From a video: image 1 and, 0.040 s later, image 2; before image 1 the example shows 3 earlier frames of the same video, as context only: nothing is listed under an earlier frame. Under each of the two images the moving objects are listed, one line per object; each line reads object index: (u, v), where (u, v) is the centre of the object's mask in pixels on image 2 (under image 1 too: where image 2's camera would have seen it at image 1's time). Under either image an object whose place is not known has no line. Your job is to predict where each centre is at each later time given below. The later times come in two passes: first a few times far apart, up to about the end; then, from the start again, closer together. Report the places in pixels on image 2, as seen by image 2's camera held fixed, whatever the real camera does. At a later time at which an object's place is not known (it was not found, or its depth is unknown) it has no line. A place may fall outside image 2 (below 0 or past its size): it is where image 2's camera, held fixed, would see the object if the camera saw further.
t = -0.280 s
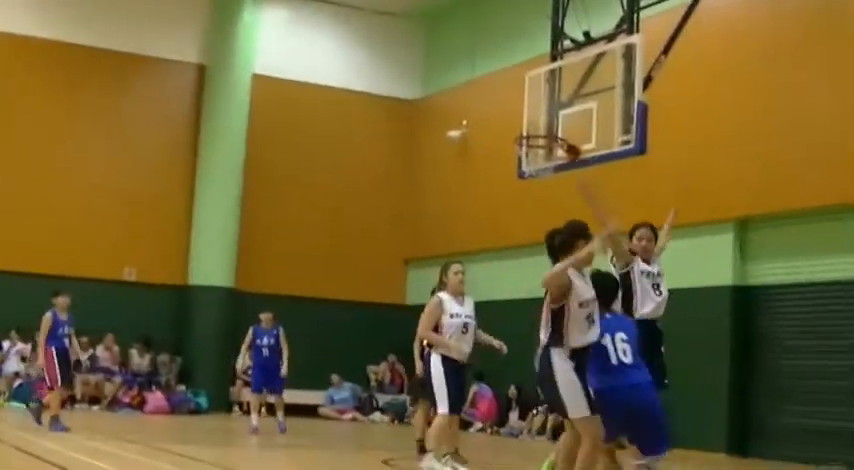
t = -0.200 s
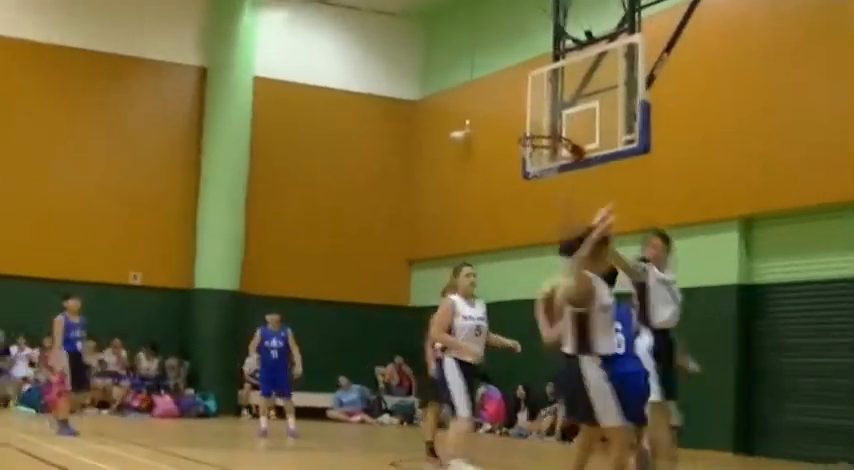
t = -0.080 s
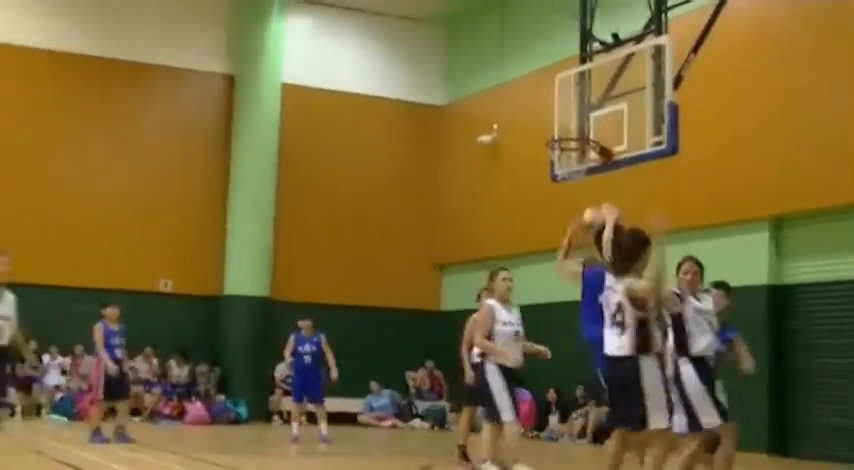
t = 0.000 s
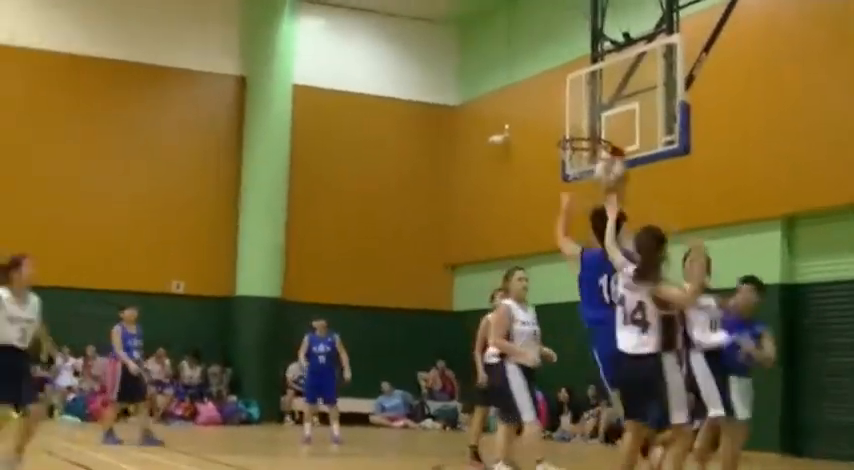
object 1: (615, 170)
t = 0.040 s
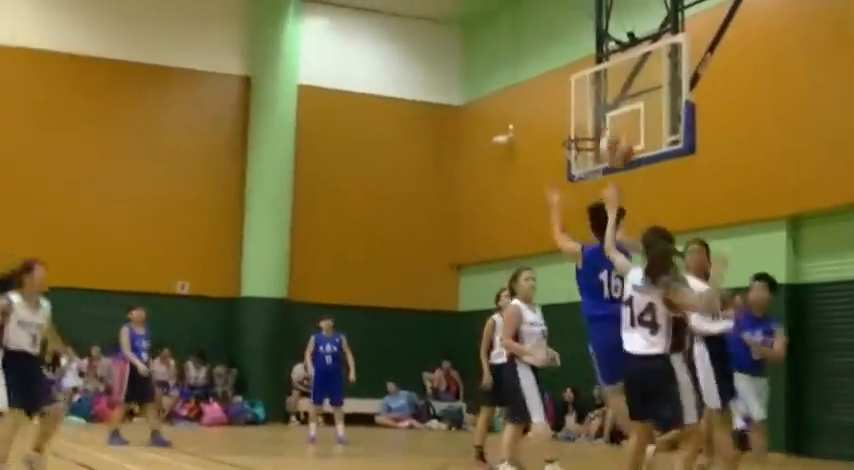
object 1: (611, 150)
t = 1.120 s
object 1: (554, 122)
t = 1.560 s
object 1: (430, 204)
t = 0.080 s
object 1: (615, 126)
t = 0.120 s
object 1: (616, 101)
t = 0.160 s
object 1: (613, 82)
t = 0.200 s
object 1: (614, 67)
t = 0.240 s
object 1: (614, 53)
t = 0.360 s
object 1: (614, 31)
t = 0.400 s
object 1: (614, 27)
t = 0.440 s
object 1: (614, 25)
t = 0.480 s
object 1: (613, 26)
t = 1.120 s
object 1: (554, 122)
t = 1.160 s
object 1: (543, 120)
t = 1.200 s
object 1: (533, 121)
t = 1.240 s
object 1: (520, 123)
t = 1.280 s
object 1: (509, 127)
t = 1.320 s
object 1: (499, 133)
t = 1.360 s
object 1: (488, 140)
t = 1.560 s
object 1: (430, 204)
